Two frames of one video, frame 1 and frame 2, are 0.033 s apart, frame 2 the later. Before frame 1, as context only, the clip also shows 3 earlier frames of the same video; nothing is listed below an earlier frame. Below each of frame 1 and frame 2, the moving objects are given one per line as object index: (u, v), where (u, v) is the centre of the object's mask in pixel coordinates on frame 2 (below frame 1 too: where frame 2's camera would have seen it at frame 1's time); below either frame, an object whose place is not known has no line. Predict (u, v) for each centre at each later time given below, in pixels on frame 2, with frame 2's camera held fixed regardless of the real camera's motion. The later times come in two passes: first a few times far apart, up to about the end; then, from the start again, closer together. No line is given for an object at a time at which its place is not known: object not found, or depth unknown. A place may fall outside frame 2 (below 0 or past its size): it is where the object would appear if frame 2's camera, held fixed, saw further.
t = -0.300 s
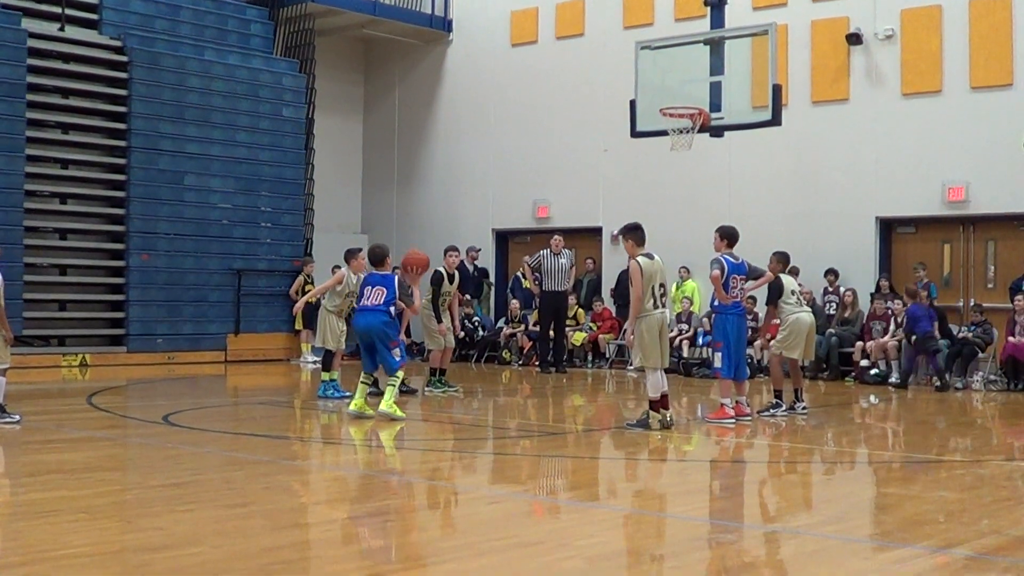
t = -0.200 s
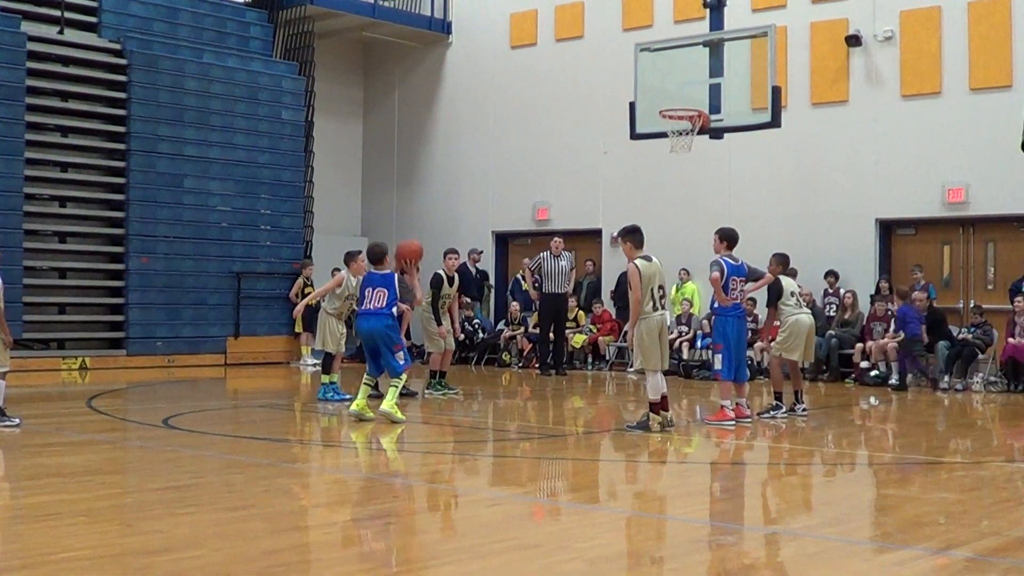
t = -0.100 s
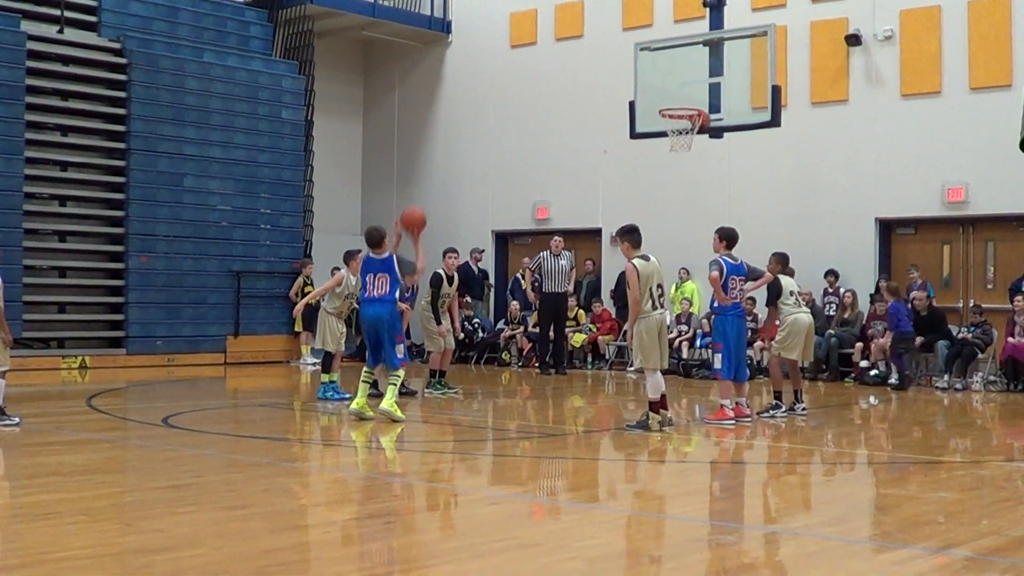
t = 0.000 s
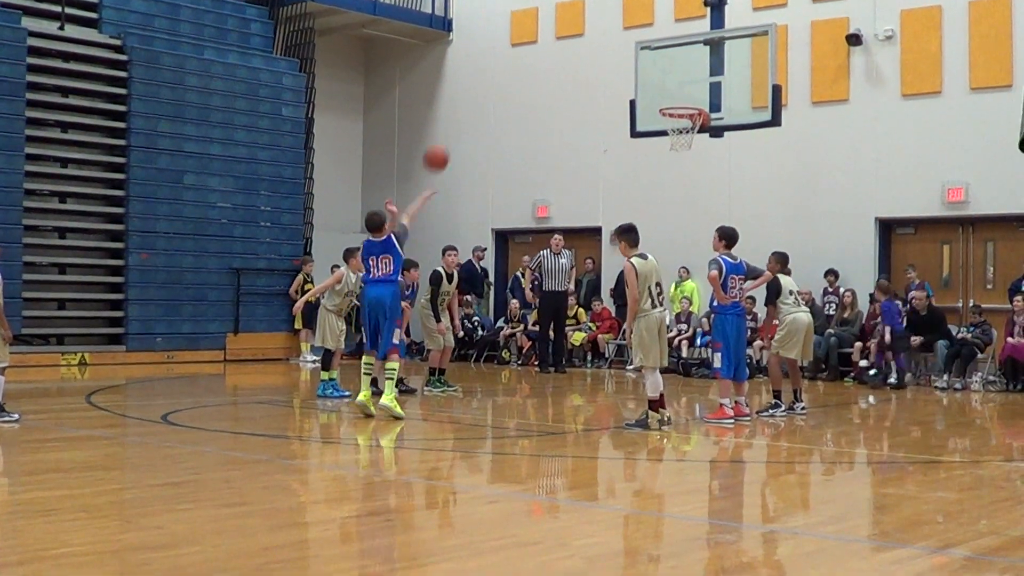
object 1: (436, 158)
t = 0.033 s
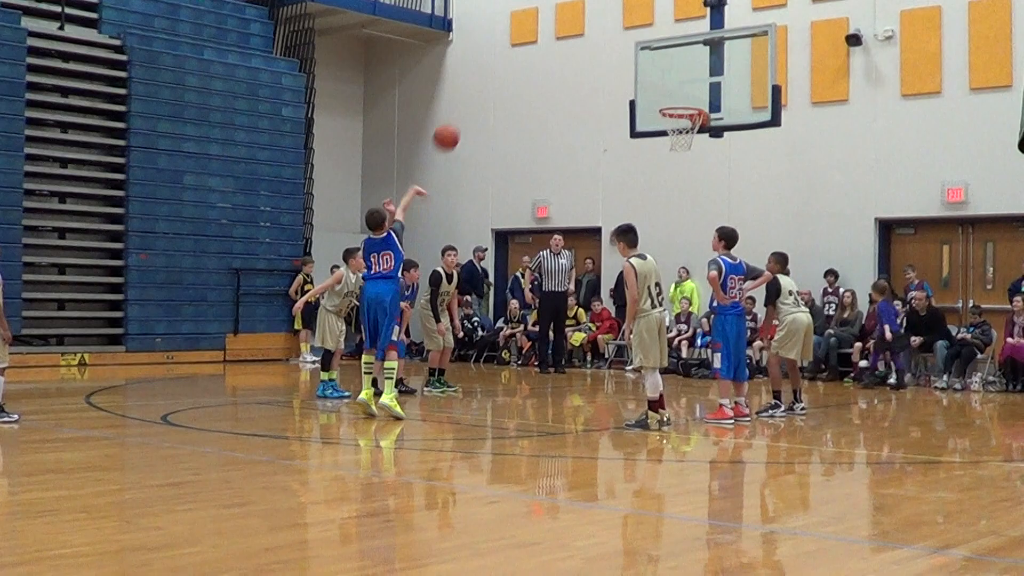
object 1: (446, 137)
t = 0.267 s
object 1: (512, 34)
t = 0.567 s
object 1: (583, -3)
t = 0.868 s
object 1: (645, 42)
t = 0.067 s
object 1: (456, 118)
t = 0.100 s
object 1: (466, 100)
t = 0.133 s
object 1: (476, 84)
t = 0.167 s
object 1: (485, 69)
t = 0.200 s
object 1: (494, 56)
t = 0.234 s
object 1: (503, 44)
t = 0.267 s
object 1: (512, 34)
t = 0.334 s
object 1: (529, 17)
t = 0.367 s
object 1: (537, 10)
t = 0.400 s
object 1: (545, 5)
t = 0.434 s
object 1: (553, 0)
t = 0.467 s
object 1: (561, -2)
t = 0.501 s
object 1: (568, -3)
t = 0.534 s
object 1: (576, -3)
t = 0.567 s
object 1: (583, -3)
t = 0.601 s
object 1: (590, -3)
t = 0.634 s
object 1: (598, -2)
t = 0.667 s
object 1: (604, 1)
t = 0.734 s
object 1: (618, 11)
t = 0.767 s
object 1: (625, 17)
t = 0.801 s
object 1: (631, 25)
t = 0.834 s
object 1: (638, 33)
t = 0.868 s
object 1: (645, 42)
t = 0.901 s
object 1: (651, 52)
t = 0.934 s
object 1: (657, 62)
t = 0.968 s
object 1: (663, 74)
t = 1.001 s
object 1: (669, 86)
